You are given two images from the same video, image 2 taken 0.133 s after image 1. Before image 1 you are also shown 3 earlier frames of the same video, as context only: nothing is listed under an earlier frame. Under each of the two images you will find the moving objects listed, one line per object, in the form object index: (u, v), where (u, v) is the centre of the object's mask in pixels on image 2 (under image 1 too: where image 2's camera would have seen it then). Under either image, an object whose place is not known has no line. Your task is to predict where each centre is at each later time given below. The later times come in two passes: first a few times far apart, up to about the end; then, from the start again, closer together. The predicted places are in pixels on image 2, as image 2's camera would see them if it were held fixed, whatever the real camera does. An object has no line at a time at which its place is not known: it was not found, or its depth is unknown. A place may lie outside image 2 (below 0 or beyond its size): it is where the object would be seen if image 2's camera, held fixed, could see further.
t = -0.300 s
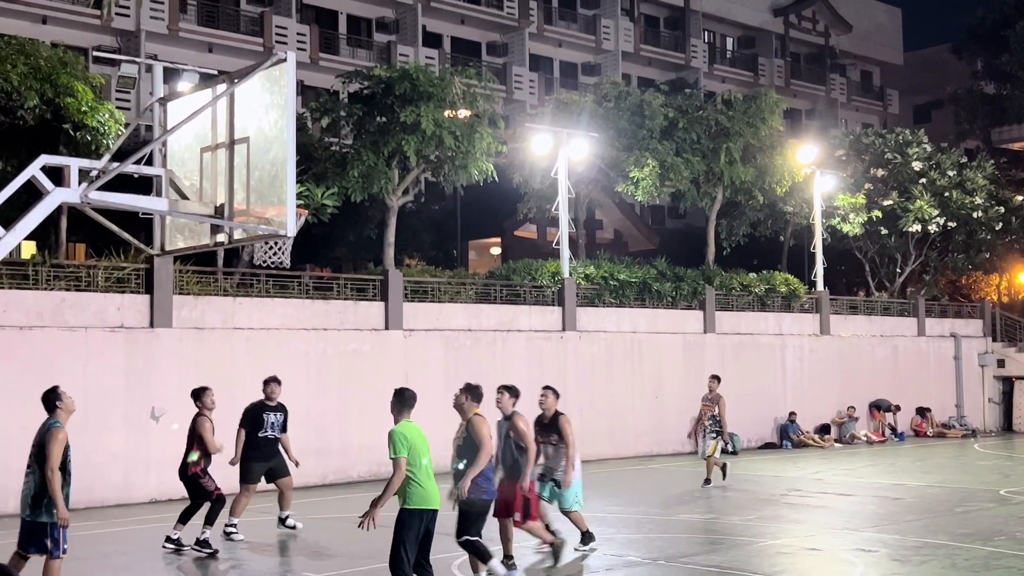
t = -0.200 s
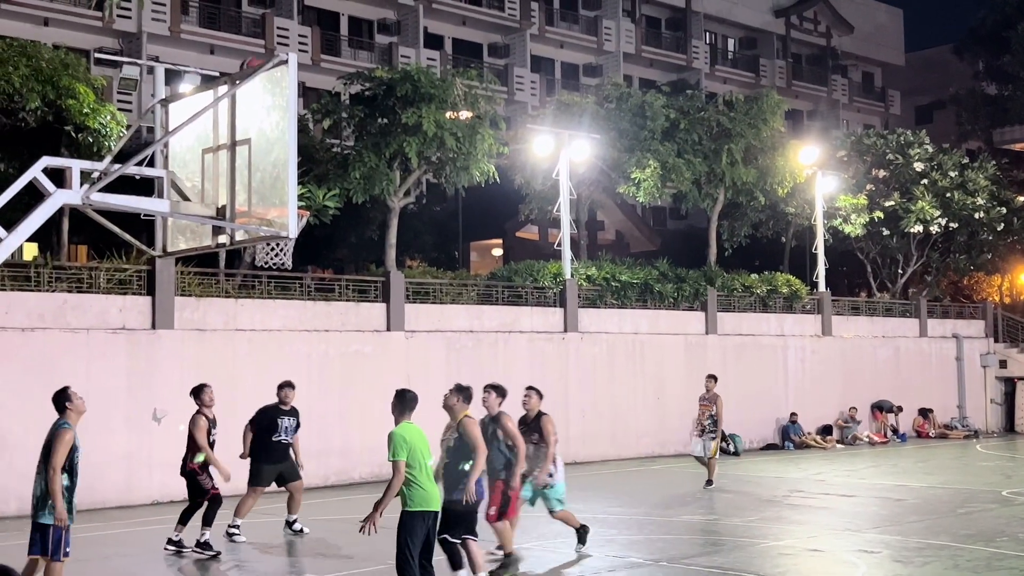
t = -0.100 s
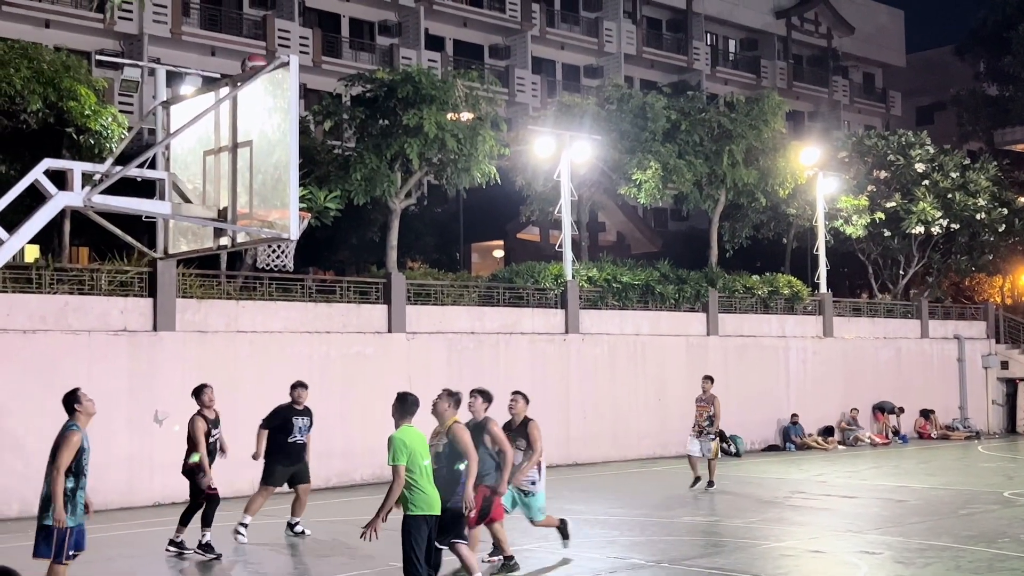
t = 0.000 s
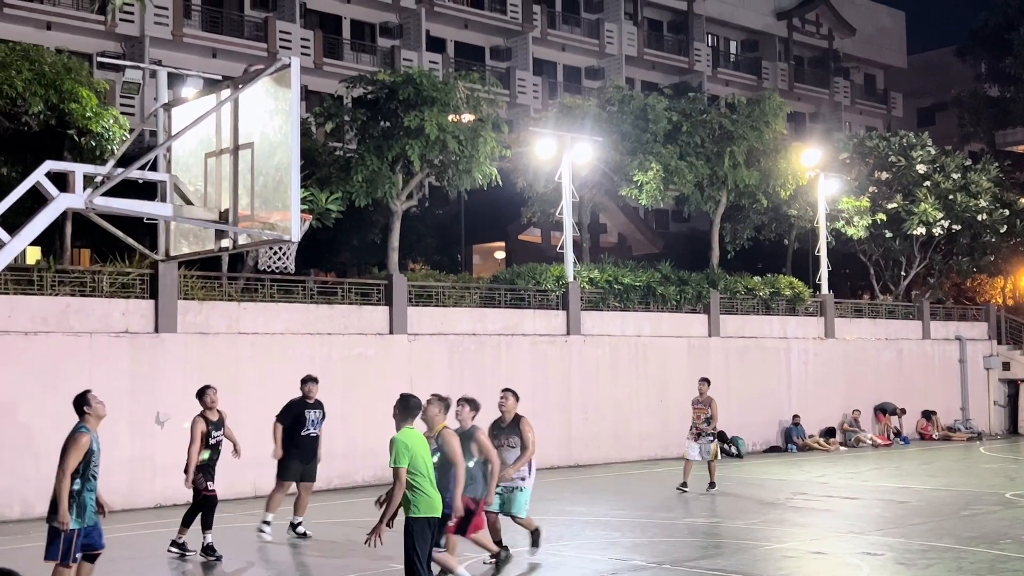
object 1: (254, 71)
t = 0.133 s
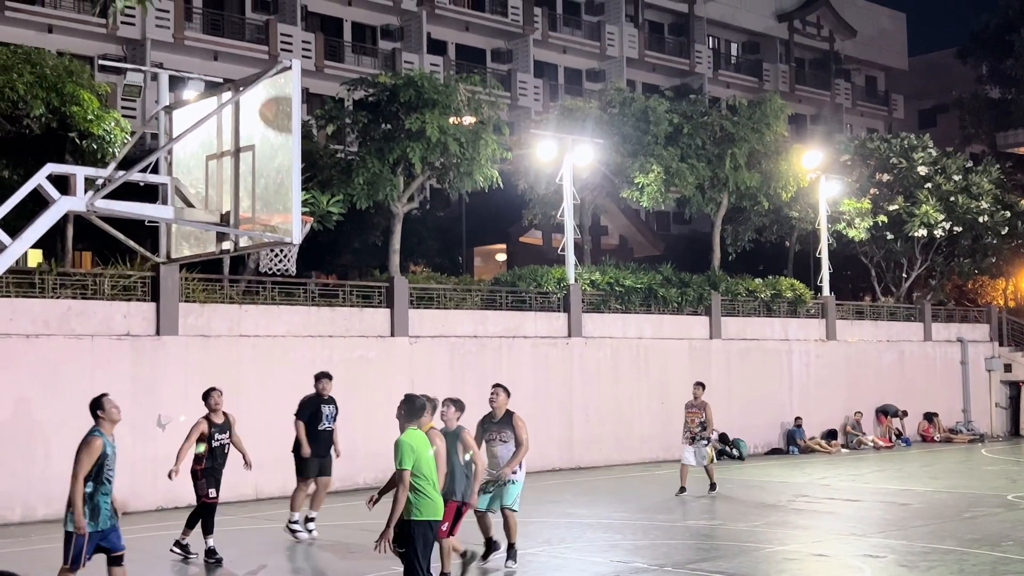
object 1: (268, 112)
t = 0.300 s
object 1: (267, 185)
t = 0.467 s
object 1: (312, 185)
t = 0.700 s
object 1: (329, 146)
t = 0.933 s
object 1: (349, 175)
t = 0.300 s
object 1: (267, 185)
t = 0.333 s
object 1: (266, 204)
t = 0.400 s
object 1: (310, 207)
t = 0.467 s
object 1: (312, 185)
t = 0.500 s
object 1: (314, 175)
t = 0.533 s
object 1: (315, 167)
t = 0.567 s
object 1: (317, 160)
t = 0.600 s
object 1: (320, 154)
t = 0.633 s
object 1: (323, 150)
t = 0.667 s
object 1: (326, 147)
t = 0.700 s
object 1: (329, 146)
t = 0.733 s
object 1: (331, 146)
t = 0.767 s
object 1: (335, 148)
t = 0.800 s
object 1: (338, 151)
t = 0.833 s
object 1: (341, 154)
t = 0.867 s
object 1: (344, 159)
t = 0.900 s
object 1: (346, 166)
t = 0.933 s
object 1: (349, 175)
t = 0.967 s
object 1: (352, 184)
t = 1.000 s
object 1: (356, 194)
